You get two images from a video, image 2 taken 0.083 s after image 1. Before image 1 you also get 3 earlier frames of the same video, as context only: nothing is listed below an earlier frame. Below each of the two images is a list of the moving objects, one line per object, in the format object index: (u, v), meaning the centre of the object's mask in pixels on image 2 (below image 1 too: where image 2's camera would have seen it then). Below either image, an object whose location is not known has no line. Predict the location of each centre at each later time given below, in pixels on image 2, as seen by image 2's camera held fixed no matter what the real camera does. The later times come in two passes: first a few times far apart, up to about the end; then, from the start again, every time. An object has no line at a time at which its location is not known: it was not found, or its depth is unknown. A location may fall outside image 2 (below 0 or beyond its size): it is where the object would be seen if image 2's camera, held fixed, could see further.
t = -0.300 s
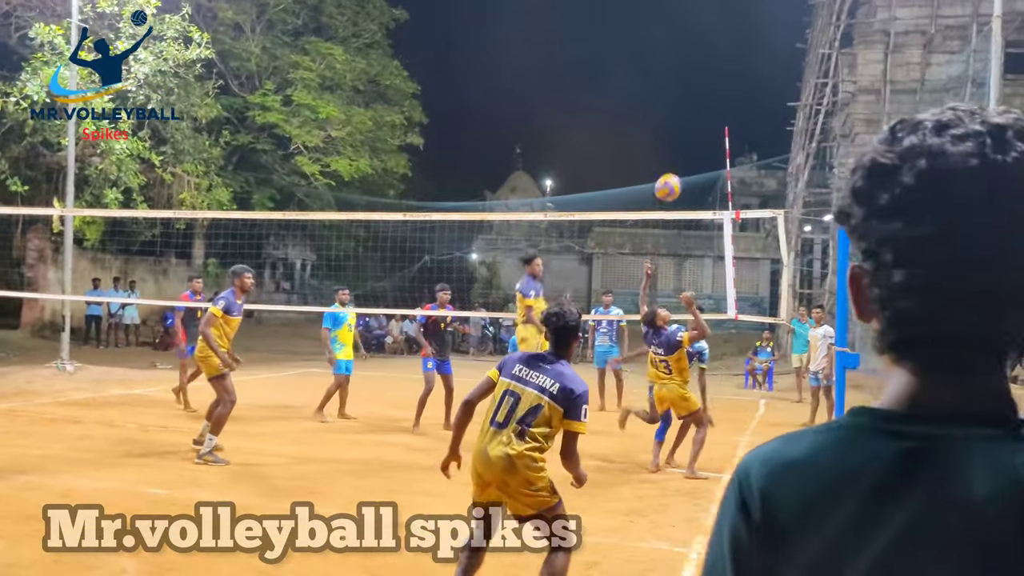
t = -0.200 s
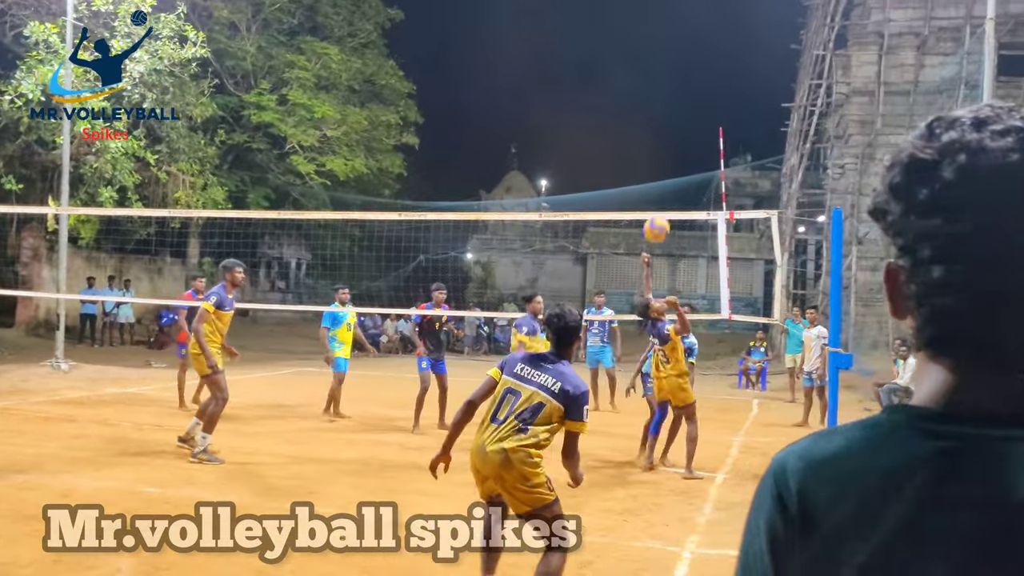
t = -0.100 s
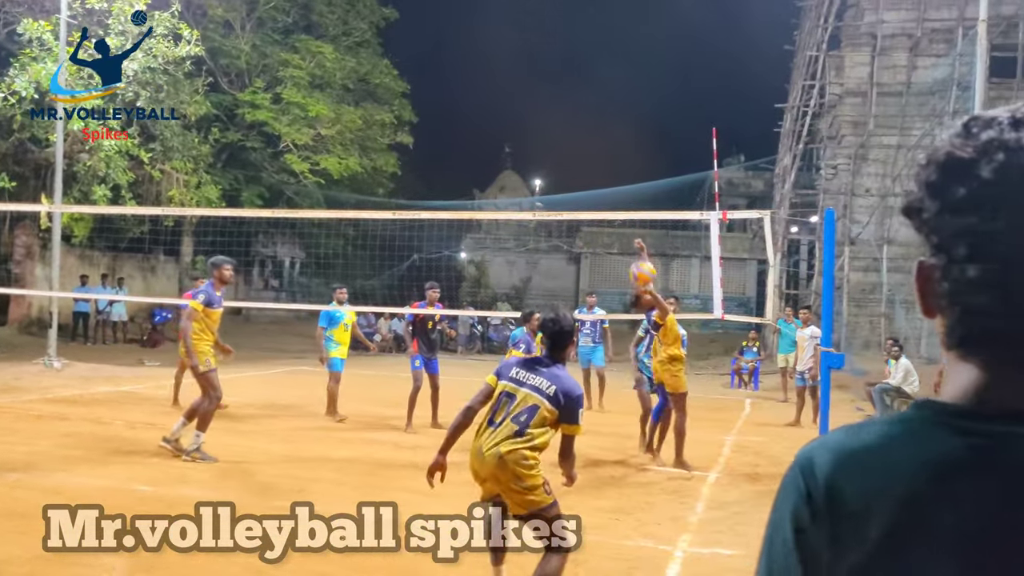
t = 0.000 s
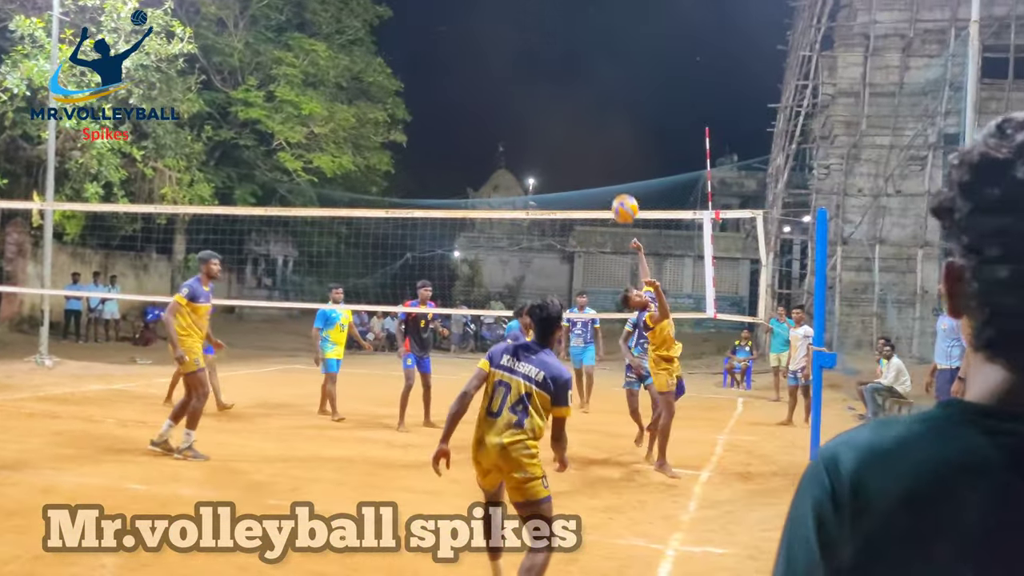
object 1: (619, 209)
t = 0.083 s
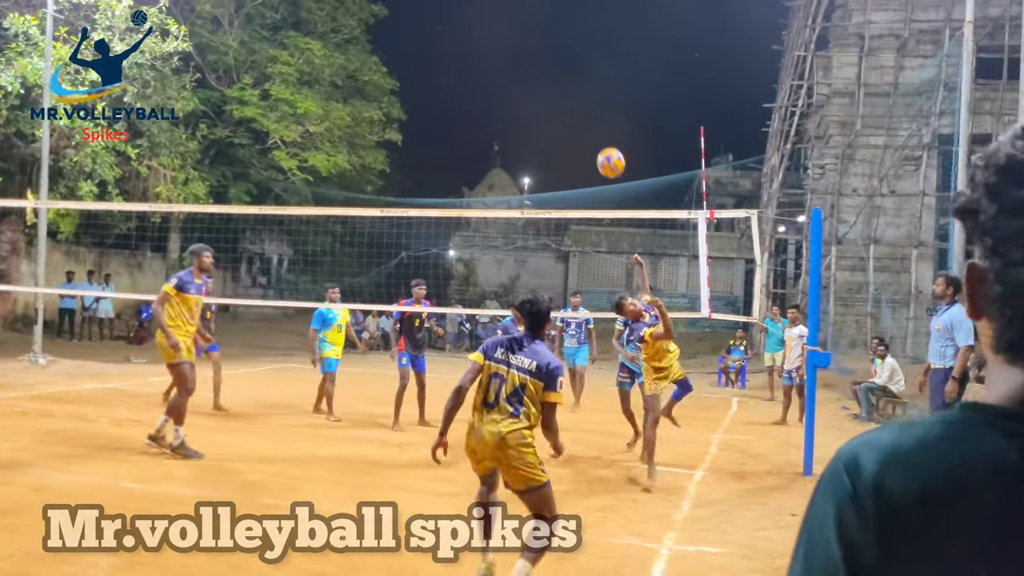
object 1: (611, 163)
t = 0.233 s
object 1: (592, 97)
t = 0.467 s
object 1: (557, 47)
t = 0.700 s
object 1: (514, 69)
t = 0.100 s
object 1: (609, 154)
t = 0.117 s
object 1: (607, 146)
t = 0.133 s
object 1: (605, 138)
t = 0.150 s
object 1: (602, 130)
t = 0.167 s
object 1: (601, 123)
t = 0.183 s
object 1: (598, 116)
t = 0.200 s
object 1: (596, 109)
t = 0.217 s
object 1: (594, 103)
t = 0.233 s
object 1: (592, 97)
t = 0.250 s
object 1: (590, 91)
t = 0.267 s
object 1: (587, 86)
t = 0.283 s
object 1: (585, 80)
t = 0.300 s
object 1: (583, 76)
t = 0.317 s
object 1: (580, 71)
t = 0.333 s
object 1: (578, 67)
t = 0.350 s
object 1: (576, 63)
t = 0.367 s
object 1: (573, 60)
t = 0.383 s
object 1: (570, 56)
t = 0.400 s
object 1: (568, 54)
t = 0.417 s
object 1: (565, 52)
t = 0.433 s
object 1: (563, 49)
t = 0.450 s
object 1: (560, 47)
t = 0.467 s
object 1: (557, 47)
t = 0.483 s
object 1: (554, 45)
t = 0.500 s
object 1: (552, 45)
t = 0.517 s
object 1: (549, 45)
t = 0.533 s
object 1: (546, 44)
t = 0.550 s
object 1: (543, 45)
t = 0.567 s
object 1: (540, 47)
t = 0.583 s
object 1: (537, 47)
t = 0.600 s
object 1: (534, 49)
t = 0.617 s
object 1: (531, 52)
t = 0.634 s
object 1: (528, 54)
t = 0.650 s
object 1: (525, 57)
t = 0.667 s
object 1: (521, 61)
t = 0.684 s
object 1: (518, 64)
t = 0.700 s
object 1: (514, 69)
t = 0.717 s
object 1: (511, 74)
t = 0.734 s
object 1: (507, 78)
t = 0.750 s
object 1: (503, 84)
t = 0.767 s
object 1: (500, 90)
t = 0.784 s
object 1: (496, 97)
